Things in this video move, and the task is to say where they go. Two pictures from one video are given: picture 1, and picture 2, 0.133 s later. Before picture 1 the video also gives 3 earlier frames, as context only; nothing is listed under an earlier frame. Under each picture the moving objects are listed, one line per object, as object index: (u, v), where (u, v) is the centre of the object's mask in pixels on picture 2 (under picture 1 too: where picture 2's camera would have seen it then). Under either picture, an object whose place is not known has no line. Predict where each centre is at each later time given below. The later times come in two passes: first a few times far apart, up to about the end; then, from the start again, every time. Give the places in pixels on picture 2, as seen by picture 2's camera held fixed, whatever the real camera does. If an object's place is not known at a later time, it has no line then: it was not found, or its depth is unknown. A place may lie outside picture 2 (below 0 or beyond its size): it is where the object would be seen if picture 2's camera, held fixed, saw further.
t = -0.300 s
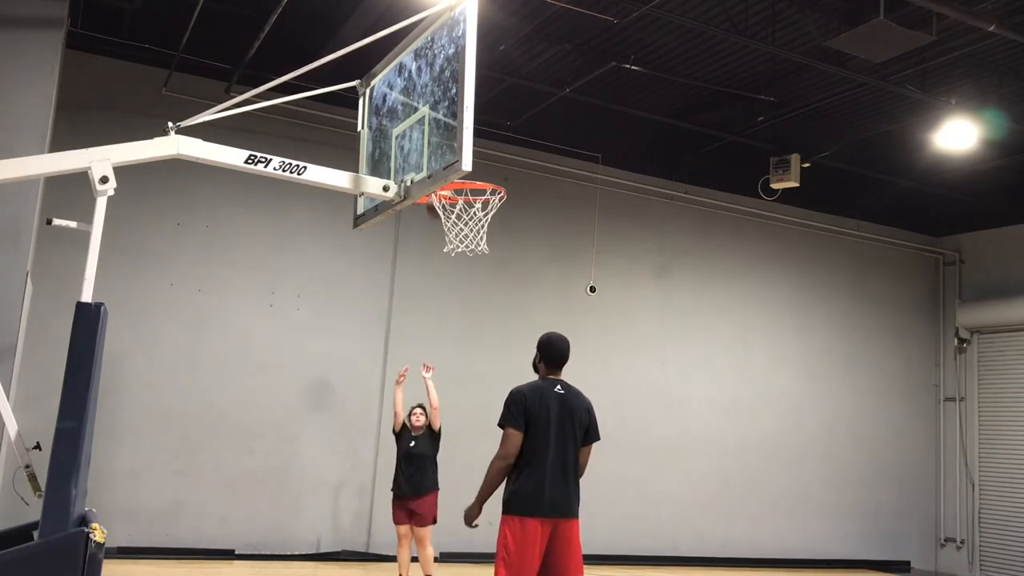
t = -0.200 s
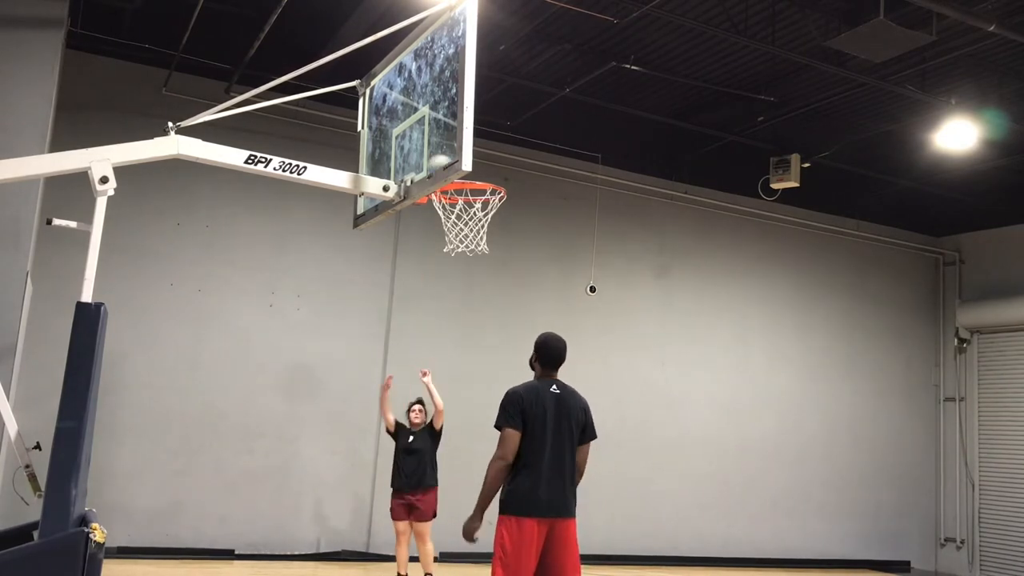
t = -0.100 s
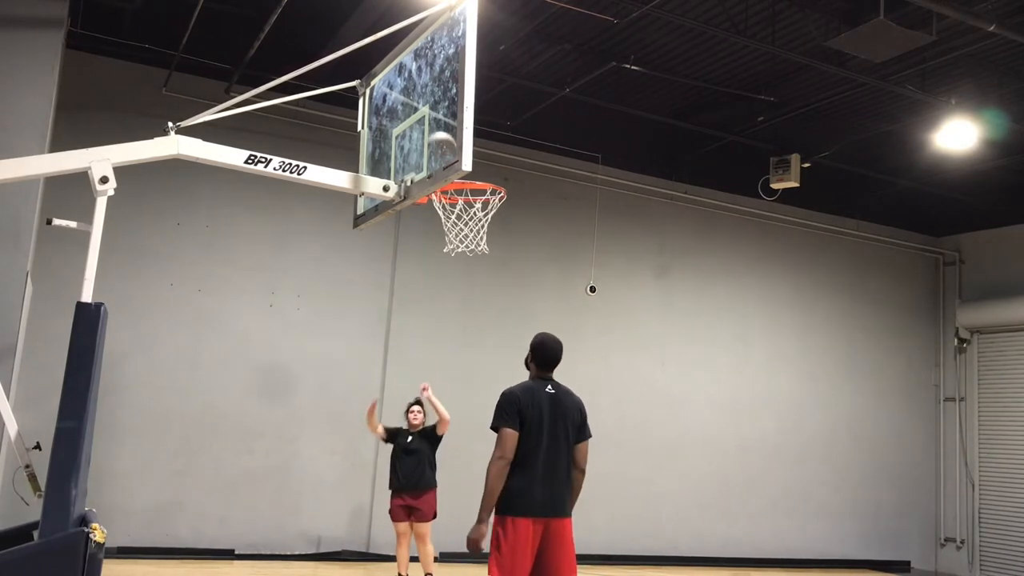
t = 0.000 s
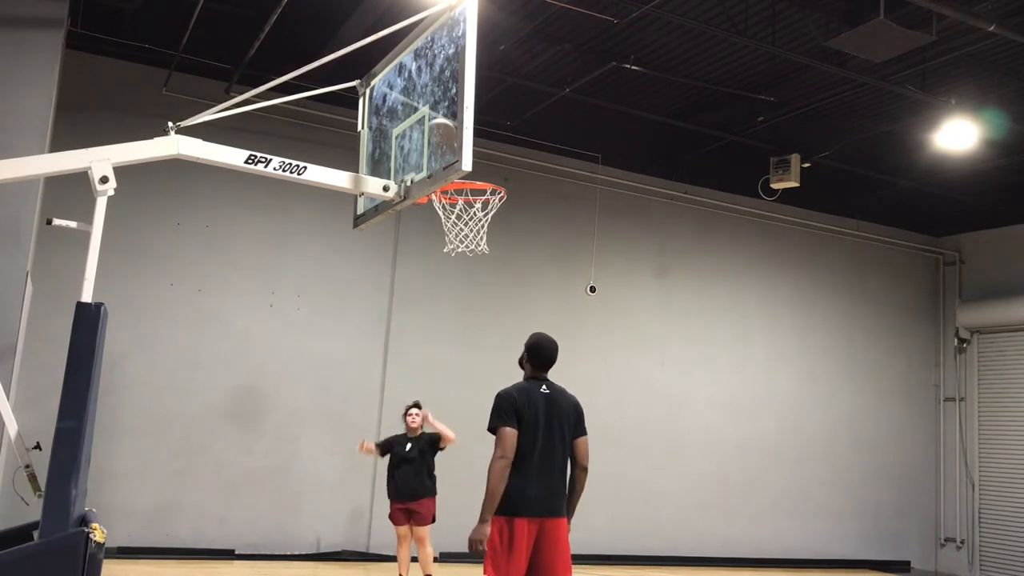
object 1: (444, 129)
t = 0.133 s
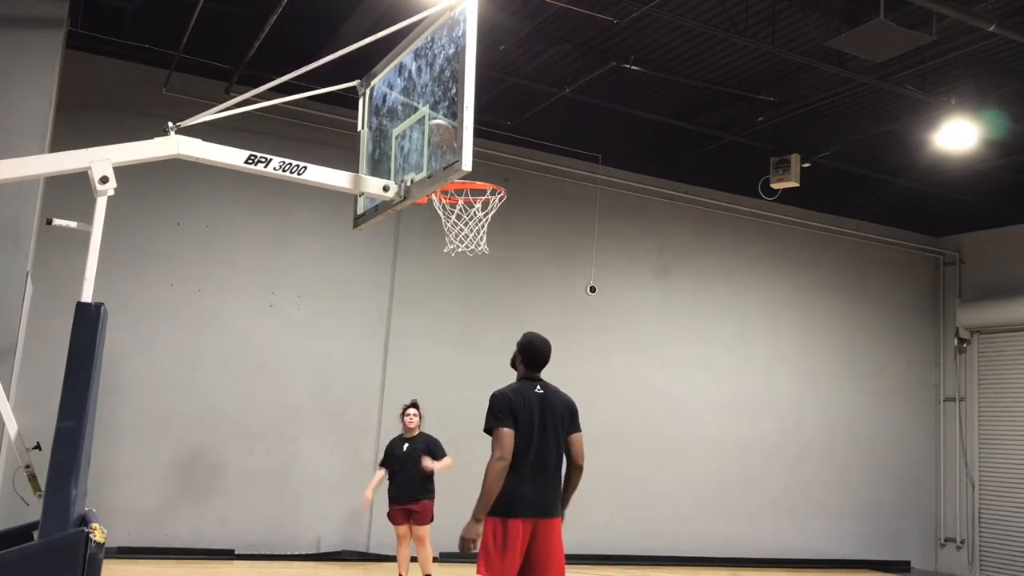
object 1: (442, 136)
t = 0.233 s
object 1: (439, 151)
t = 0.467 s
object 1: (441, 111)
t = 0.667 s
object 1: (450, 98)
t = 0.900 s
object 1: (486, 166)
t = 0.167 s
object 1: (441, 141)
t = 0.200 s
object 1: (440, 142)
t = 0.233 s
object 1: (439, 151)
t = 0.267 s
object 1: (437, 156)
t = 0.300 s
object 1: (434, 159)
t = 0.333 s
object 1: (438, 151)
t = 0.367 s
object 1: (440, 139)
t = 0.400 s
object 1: (440, 129)
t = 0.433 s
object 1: (441, 120)
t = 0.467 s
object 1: (441, 111)
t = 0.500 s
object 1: (441, 99)
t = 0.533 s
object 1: (443, 96)
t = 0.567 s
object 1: (444, 96)
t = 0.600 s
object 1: (446, 96)
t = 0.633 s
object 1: (448, 97)
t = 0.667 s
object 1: (450, 98)
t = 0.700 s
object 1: (460, 102)
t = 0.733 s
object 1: (480, 111)
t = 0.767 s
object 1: (482, 118)
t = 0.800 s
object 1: (483, 127)
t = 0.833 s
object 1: (484, 139)
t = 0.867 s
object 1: (486, 151)
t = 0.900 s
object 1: (486, 166)
